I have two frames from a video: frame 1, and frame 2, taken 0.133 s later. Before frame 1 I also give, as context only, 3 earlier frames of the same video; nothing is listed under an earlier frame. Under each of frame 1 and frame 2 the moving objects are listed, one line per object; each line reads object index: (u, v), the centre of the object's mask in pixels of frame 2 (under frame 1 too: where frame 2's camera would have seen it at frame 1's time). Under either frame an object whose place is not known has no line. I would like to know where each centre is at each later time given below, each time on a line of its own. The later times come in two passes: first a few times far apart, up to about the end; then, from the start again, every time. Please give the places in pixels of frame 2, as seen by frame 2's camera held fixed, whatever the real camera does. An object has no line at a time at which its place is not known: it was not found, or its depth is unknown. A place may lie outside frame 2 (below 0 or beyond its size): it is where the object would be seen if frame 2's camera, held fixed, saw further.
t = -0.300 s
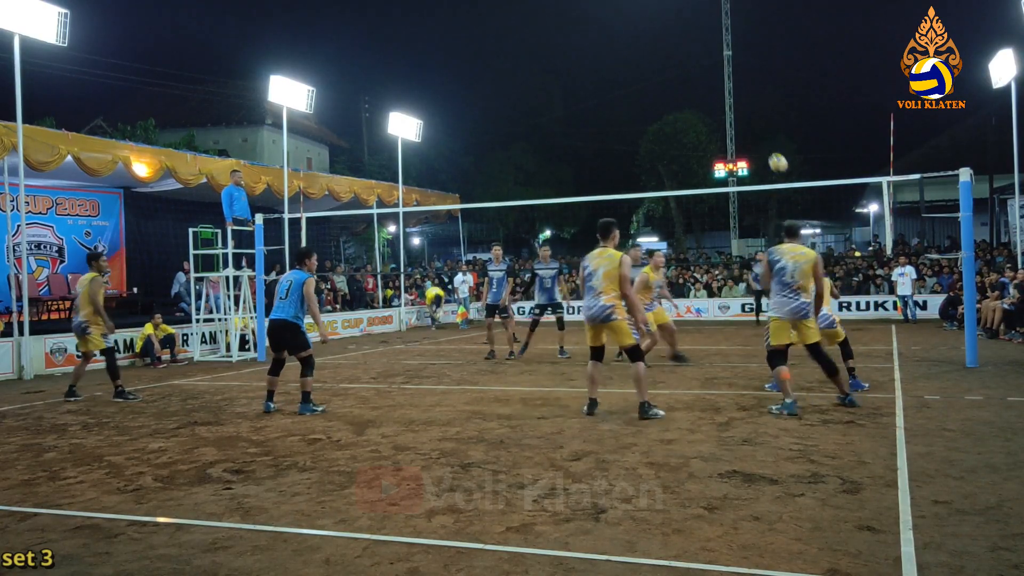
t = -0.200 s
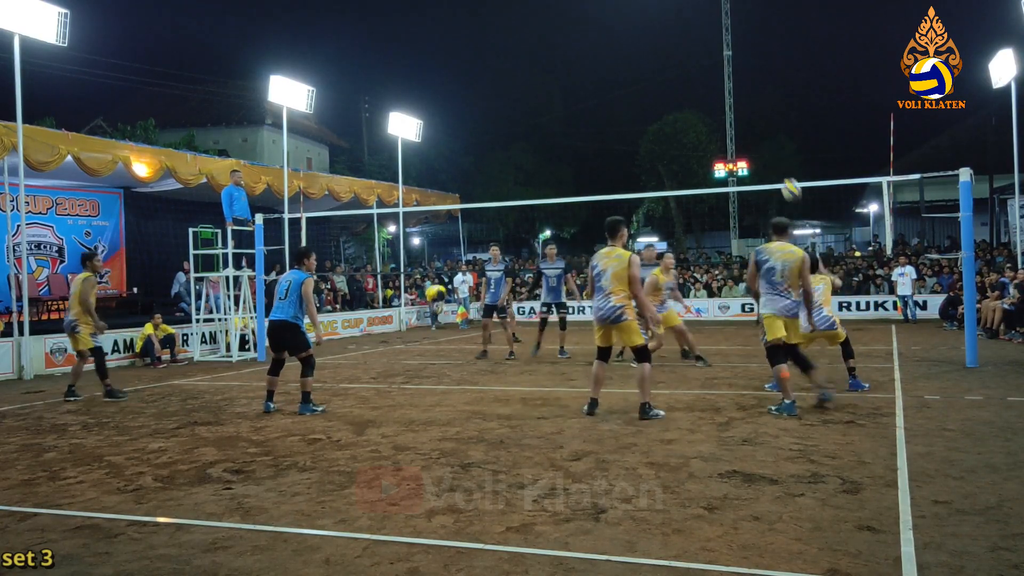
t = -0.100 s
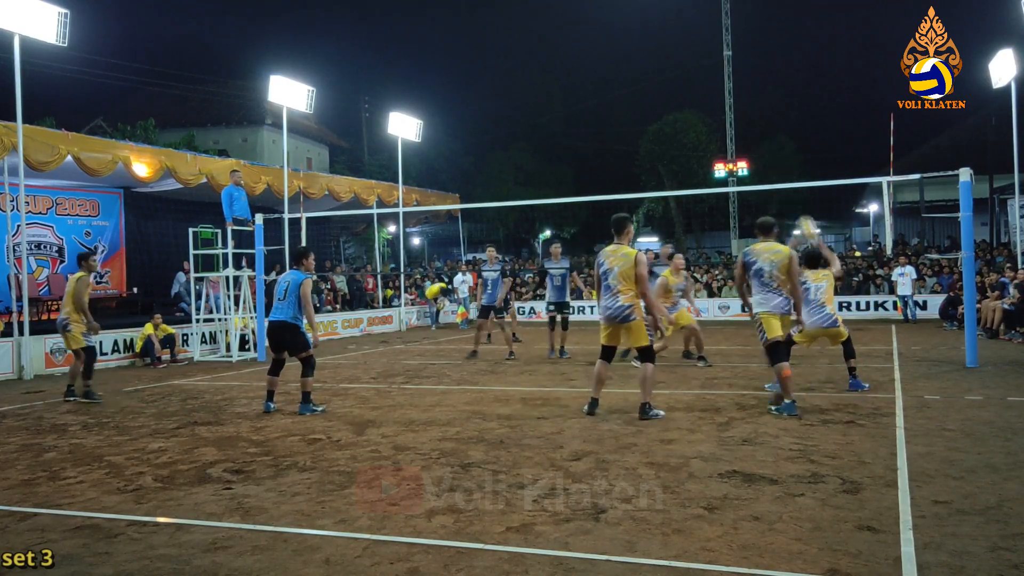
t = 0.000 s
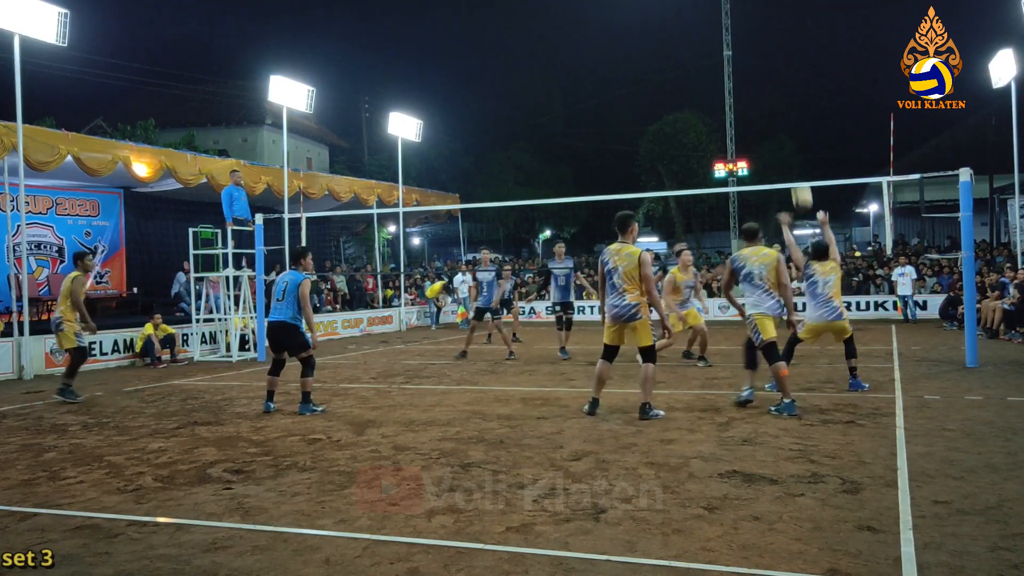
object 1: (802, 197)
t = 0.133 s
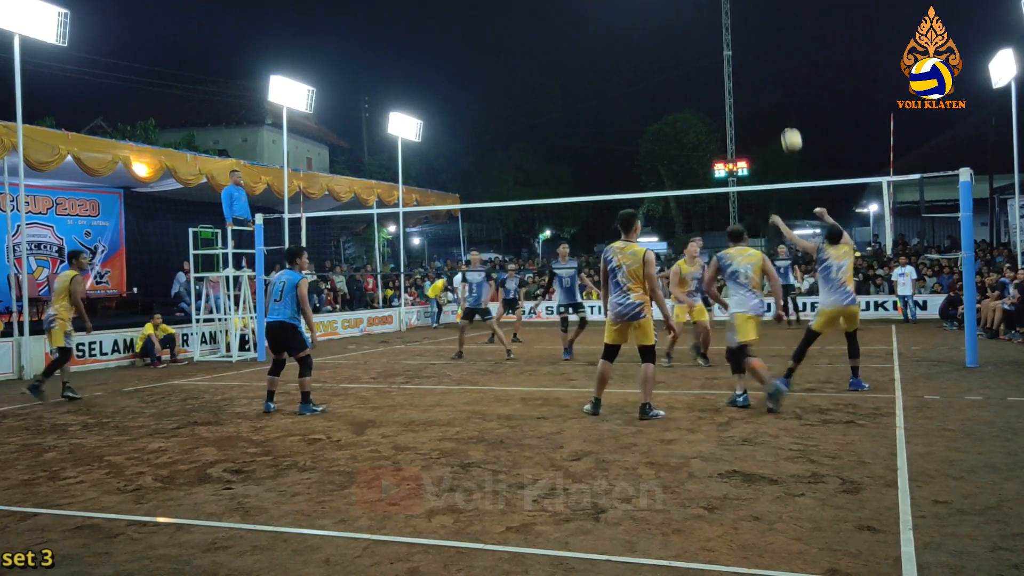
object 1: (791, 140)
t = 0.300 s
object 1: (779, 94)
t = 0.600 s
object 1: (759, 73)
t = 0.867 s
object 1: (745, 114)
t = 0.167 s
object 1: (789, 129)
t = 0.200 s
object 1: (786, 118)
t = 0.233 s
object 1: (784, 109)
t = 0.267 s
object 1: (782, 101)
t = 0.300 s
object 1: (779, 94)
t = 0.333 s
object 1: (777, 87)
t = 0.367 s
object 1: (775, 82)
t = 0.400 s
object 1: (772, 78)
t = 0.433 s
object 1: (770, 75)
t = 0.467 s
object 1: (768, 73)
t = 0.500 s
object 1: (766, 71)
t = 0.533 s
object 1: (763, 71)
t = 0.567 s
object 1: (761, 72)
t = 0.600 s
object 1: (759, 73)
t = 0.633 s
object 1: (757, 75)
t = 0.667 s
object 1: (756, 78)
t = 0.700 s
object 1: (754, 82)
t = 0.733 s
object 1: (752, 87)
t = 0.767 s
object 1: (750, 92)
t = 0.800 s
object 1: (748, 99)
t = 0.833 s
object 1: (746, 106)
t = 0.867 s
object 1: (745, 114)
